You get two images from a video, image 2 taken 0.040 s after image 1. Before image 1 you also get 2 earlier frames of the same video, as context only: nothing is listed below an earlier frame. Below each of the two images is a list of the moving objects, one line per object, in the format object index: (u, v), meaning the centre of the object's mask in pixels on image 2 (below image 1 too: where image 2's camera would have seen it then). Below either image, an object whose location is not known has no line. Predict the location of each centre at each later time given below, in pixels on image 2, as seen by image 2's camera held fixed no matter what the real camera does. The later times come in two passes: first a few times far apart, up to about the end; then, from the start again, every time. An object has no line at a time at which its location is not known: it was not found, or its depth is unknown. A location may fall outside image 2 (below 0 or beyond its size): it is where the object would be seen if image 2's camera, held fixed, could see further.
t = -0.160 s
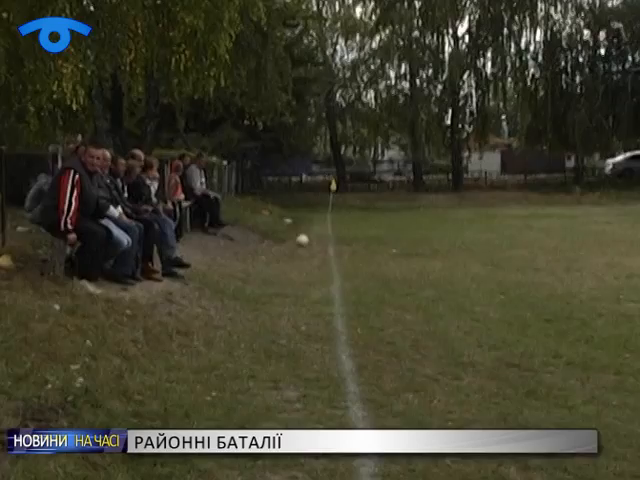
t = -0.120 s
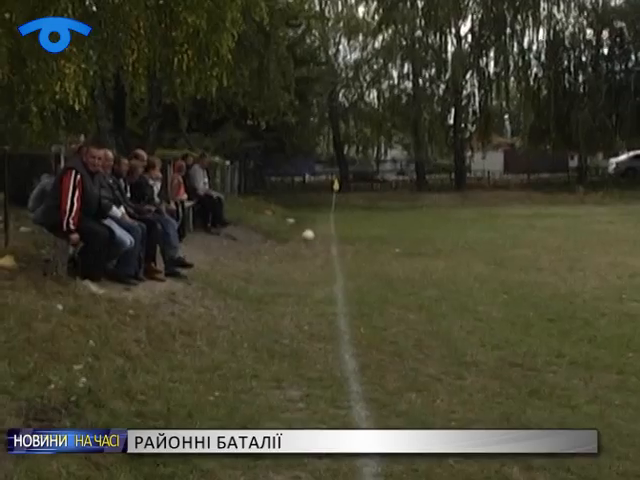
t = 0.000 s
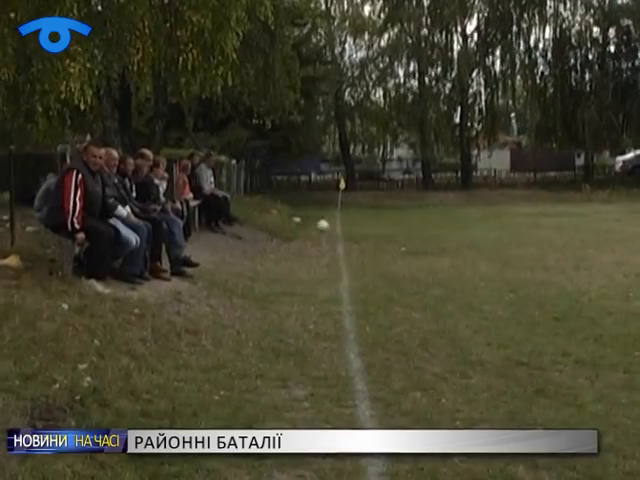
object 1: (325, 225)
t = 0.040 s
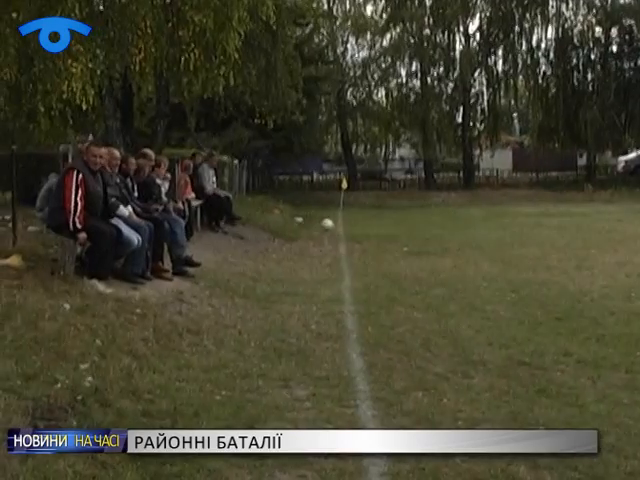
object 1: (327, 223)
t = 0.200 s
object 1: (338, 228)
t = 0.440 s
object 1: (357, 243)
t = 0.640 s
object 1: (375, 238)
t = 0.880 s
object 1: (398, 249)
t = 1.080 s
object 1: (418, 247)
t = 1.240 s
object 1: (433, 253)
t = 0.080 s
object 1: (330, 223)
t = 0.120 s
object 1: (332, 224)
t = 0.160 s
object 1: (335, 226)
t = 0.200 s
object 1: (338, 228)
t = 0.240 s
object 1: (341, 232)
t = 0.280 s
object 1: (345, 236)
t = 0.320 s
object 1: (348, 241)
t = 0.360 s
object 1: (351, 248)
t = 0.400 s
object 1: (354, 247)
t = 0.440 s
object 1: (357, 243)
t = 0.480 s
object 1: (361, 241)
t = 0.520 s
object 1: (364, 239)
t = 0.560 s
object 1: (367, 237)
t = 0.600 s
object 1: (371, 238)
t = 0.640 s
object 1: (375, 238)
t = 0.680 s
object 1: (379, 240)
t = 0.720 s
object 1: (383, 243)
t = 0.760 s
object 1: (386, 247)
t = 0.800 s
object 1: (390, 252)
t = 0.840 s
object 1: (393, 252)
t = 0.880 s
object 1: (398, 249)
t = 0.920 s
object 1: (402, 247)
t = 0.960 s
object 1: (405, 246)
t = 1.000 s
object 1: (409, 245)
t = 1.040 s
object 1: (414, 246)
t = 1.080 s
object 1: (418, 247)
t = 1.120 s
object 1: (422, 250)
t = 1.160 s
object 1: (426, 253)
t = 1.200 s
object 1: (430, 256)
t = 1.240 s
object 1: (433, 253)
